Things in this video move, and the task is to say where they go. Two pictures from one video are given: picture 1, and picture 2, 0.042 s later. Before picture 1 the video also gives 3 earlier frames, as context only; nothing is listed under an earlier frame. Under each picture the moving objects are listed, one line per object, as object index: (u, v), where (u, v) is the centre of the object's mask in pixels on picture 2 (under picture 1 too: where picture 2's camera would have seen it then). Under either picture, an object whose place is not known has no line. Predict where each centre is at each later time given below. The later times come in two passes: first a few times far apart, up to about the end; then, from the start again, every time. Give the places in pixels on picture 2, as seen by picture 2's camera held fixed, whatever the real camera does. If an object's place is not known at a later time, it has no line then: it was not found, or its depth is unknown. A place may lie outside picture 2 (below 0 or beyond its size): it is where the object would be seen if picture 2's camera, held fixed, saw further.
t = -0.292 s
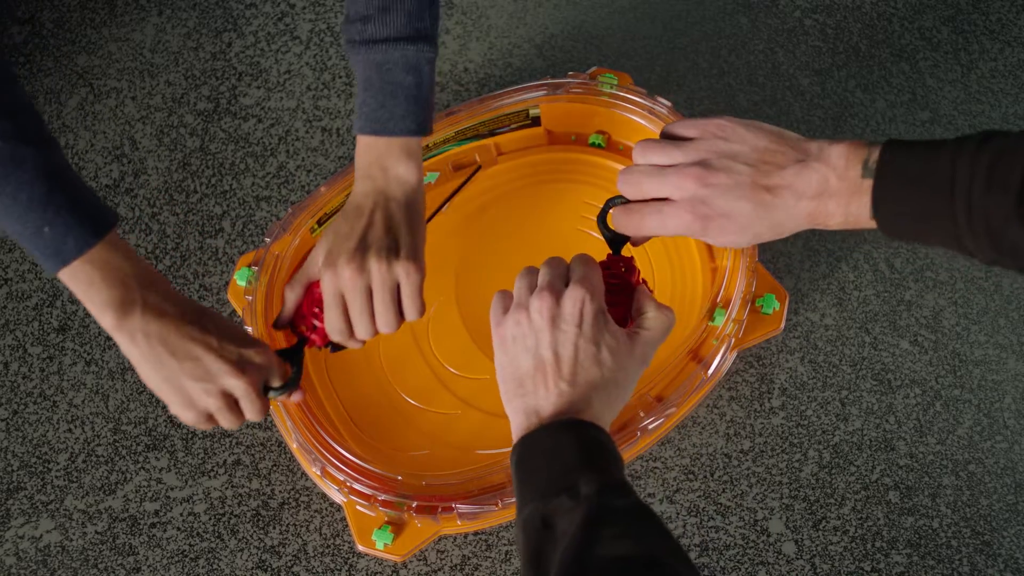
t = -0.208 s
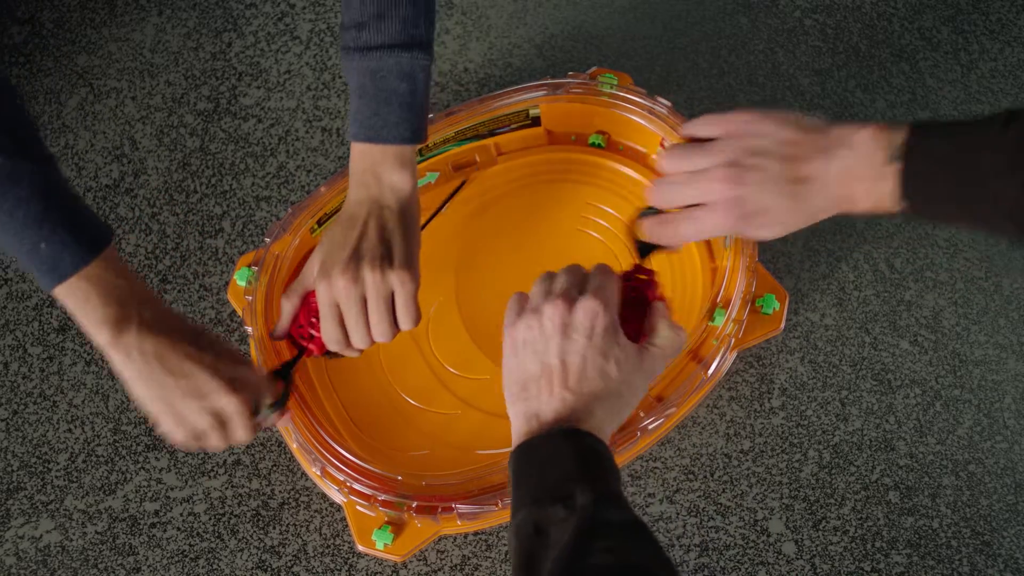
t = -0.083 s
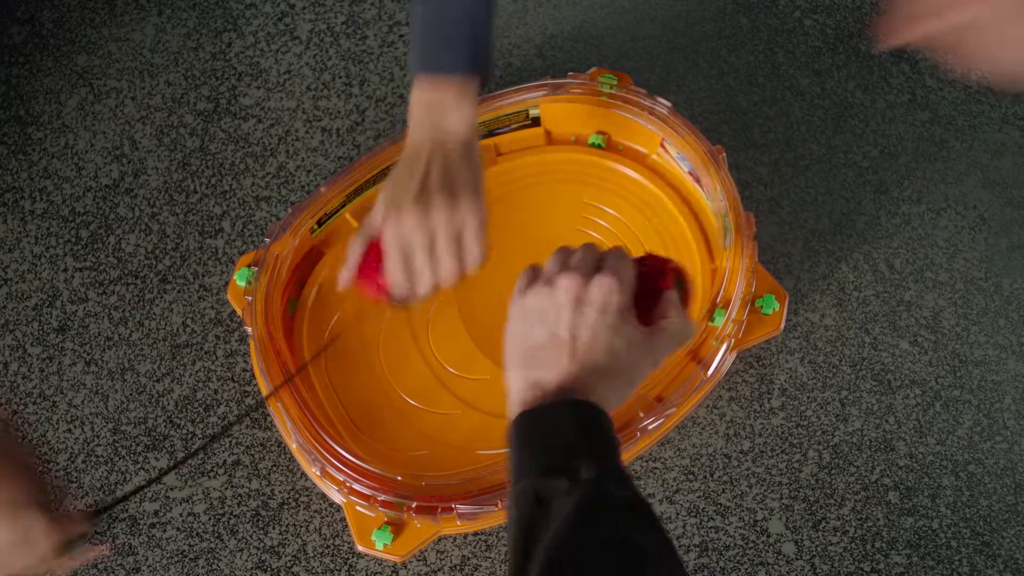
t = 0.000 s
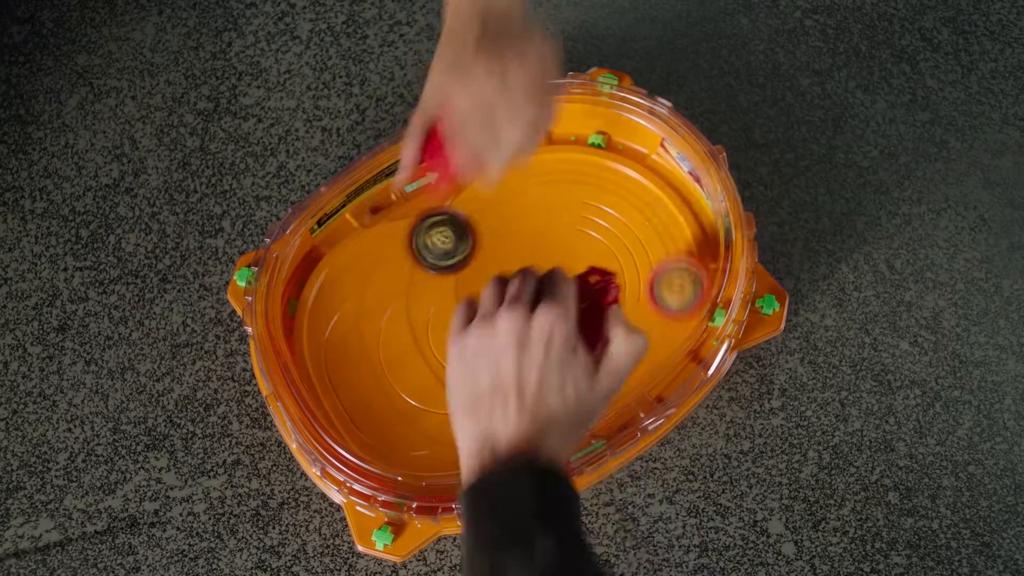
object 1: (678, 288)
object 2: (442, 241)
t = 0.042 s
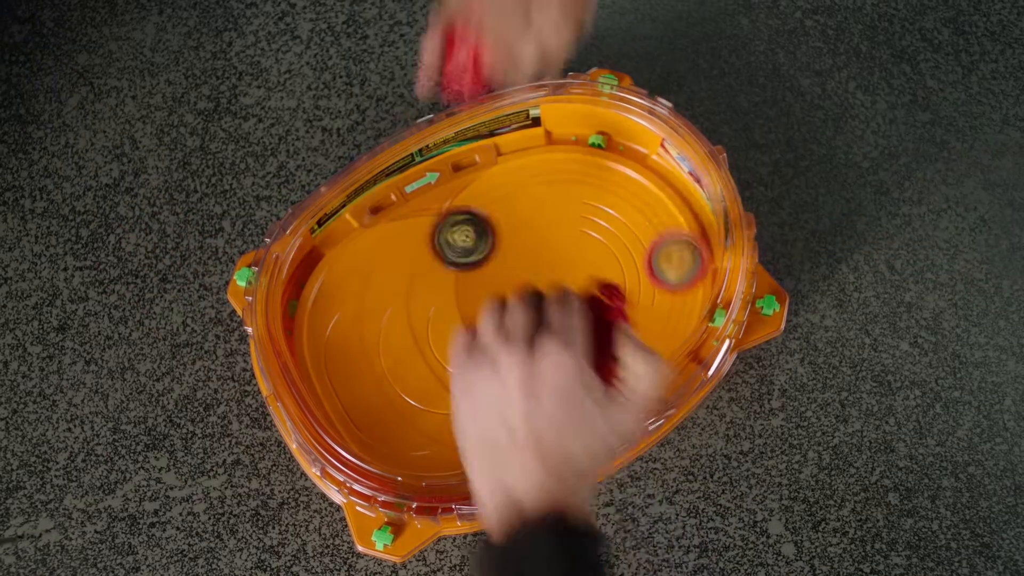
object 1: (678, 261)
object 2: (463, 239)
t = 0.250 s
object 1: (632, 210)
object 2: (585, 244)
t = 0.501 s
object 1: (613, 228)
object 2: (516, 299)
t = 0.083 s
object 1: (673, 240)
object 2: (484, 244)
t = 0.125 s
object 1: (668, 227)
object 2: (506, 247)
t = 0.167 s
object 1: (660, 222)
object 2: (533, 240)
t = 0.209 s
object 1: (648, 216)
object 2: (559, 239)
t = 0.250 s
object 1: (632, 210)
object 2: (585, 244)
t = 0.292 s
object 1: (632, 200)
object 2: (590, 249)
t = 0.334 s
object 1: (643, 187)
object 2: (581, 257)
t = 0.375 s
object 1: (647, 186)
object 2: (573, 262)
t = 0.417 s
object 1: (623, 209)
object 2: (565, 268)
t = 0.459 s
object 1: (607, 227)
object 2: (551, 276)
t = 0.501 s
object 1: (613, 228)
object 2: (516, 299)
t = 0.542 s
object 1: (616, 232)
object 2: (488, 317)
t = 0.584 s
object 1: (620, 240)
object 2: (468, 333)
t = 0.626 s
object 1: (622, 249)
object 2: (452, 350)
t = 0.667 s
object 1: (624, 258)
